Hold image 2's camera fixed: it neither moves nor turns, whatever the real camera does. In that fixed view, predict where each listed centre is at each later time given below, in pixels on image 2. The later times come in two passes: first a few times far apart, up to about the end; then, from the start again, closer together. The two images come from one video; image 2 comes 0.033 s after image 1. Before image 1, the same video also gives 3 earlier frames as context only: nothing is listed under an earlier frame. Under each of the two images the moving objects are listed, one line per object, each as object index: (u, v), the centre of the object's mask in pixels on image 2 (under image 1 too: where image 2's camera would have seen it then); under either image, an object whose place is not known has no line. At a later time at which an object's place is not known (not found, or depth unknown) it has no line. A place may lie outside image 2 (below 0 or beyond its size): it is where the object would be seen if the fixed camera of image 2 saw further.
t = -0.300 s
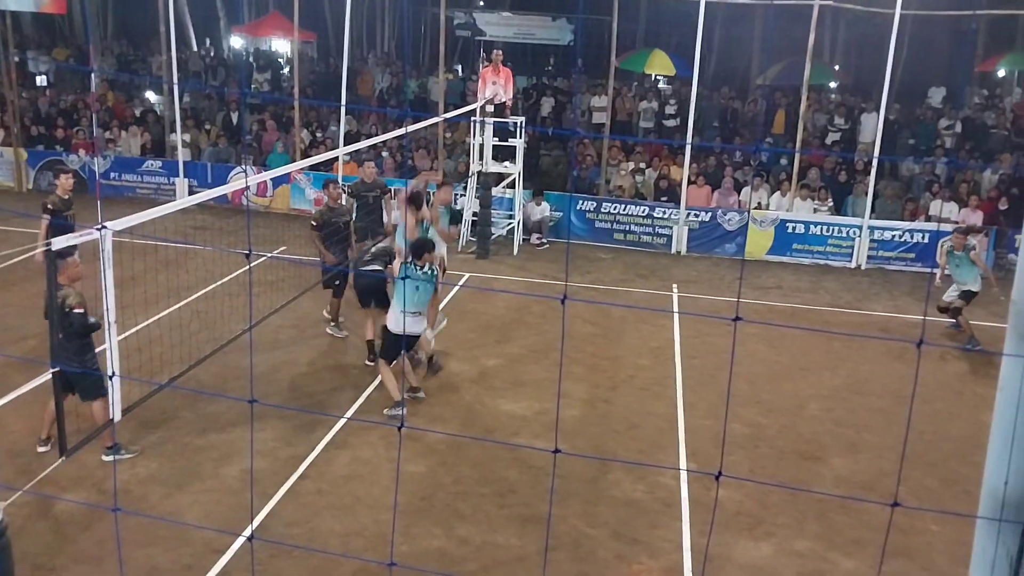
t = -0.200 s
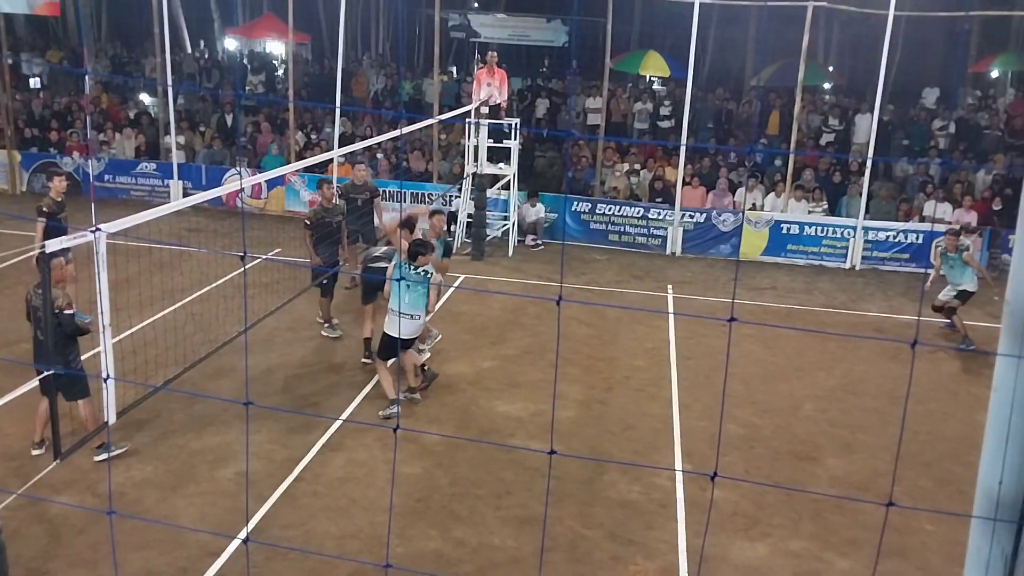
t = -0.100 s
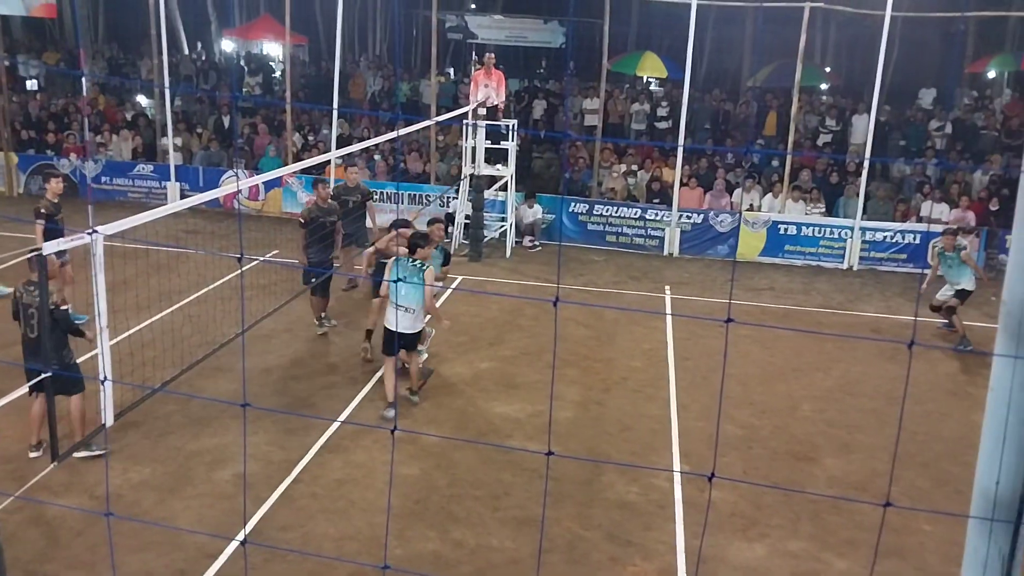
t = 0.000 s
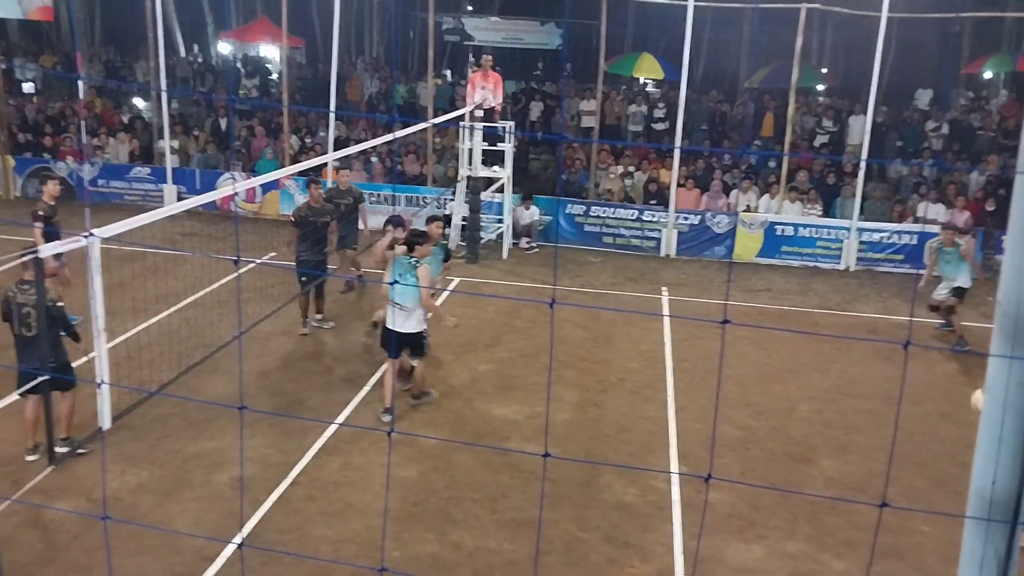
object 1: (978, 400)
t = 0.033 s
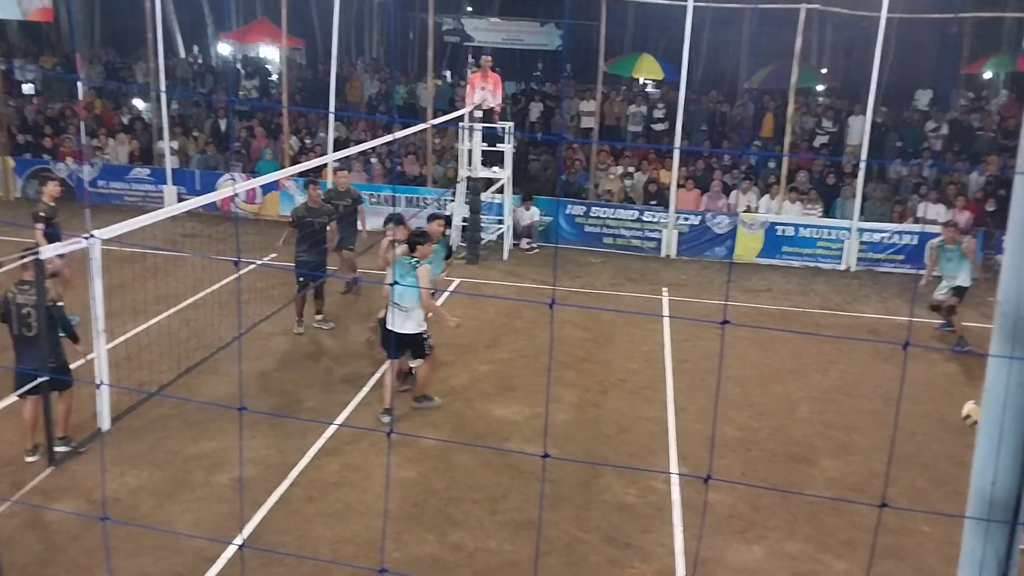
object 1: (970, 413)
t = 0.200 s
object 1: (952, 418)
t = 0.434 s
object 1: (933, 398)
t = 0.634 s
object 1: (904, 437)
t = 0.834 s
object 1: (877, 479)
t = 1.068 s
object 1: (856, 458)
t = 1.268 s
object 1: (831, 489)
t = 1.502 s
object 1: (799, 524)
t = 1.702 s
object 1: (778, 520)
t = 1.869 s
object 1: (753, 560)
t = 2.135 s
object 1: (712, 569)
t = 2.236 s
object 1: (697, 573)
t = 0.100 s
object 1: (956, 443)
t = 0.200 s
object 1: (952, 418)
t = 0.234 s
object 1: (949, 413)
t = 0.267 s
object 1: (947, 407)
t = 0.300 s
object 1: (945, 403)
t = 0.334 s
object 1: (942, 400)
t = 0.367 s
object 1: (939, 398)
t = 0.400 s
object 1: (936, 397)
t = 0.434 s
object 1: (933, 398)
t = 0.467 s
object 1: (926, 402)
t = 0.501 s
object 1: (922, 407)
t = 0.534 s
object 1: (917, 412)
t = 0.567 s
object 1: (914, 418)
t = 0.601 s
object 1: (909, 425)
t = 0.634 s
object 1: (904, 437)
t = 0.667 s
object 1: (898, 447)
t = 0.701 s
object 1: (894, 457)
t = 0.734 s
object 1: (888, 472)
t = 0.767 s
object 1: (882, 487)
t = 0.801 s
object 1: (879, 488)
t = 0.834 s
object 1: (877, 479)
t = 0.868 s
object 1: (875, 473)
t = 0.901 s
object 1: (872, 467)
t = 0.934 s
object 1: (869, 463)
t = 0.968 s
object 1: (868, 459)
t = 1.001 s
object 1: (864, 457)
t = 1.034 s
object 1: (860, 457)
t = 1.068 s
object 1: (856, 458)
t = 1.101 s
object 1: (853, 459)
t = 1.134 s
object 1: (849, 462)
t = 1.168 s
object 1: (846, 466)
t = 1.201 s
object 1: (841, 472)
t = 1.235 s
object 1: (836, 480)
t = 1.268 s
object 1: (831, 489)
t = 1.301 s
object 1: (825, 500)
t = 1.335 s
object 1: (820, 511)
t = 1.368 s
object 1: (814, 524)
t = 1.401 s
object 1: (807, 540)
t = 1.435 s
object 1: (804, 536)
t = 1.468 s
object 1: (802, 530)
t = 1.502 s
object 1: (799, 524)
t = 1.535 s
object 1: (797, 520)
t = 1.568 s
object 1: (793, 517)
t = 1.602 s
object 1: (789, 516)
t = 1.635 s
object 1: (785, 516)
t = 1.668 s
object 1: (782, 517)
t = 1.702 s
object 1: (778, 520)
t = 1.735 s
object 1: (774, 525)
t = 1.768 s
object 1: (769, 531)
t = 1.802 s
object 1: (763, 539)
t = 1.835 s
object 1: (758, 549)
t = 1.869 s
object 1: (753, 560)
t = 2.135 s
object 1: (712, 569)
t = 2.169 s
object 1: (707, 570)
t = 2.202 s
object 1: (700, 571)
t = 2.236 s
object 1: (697, 573)
